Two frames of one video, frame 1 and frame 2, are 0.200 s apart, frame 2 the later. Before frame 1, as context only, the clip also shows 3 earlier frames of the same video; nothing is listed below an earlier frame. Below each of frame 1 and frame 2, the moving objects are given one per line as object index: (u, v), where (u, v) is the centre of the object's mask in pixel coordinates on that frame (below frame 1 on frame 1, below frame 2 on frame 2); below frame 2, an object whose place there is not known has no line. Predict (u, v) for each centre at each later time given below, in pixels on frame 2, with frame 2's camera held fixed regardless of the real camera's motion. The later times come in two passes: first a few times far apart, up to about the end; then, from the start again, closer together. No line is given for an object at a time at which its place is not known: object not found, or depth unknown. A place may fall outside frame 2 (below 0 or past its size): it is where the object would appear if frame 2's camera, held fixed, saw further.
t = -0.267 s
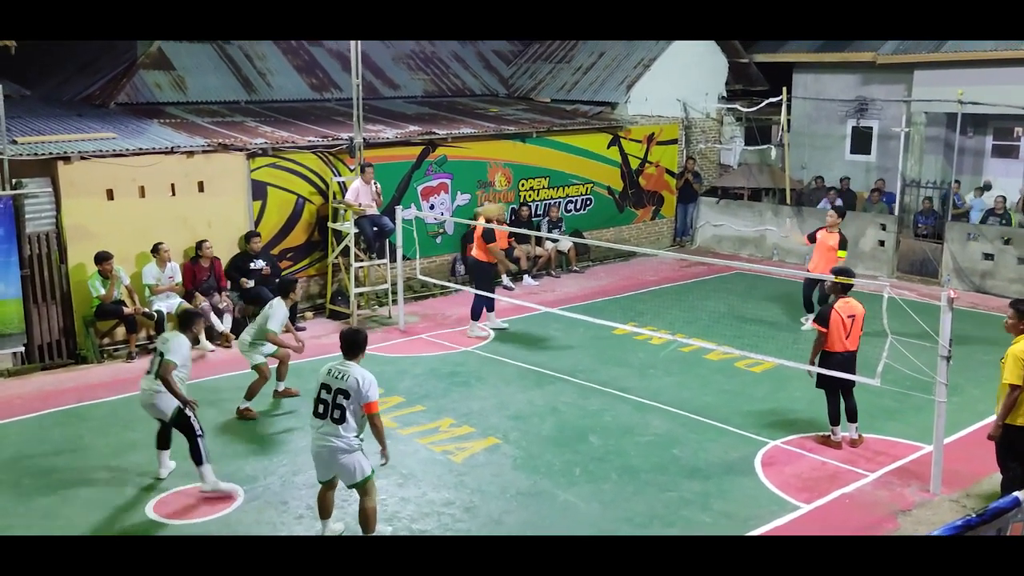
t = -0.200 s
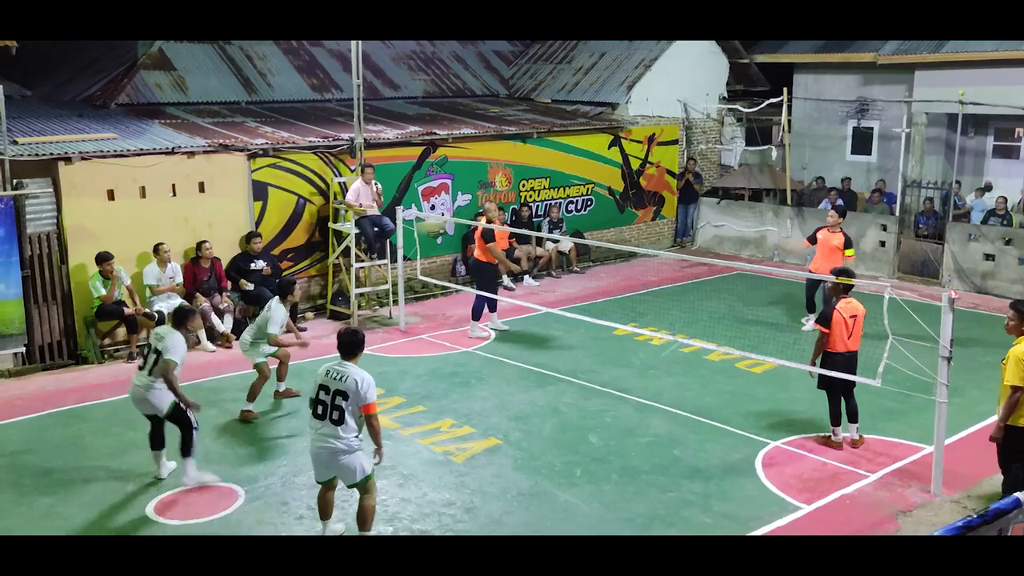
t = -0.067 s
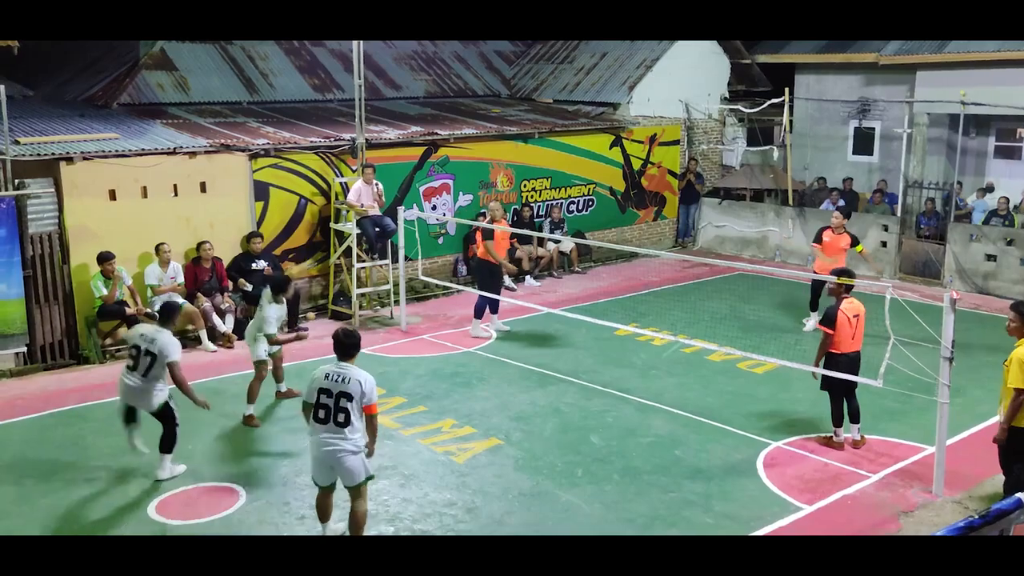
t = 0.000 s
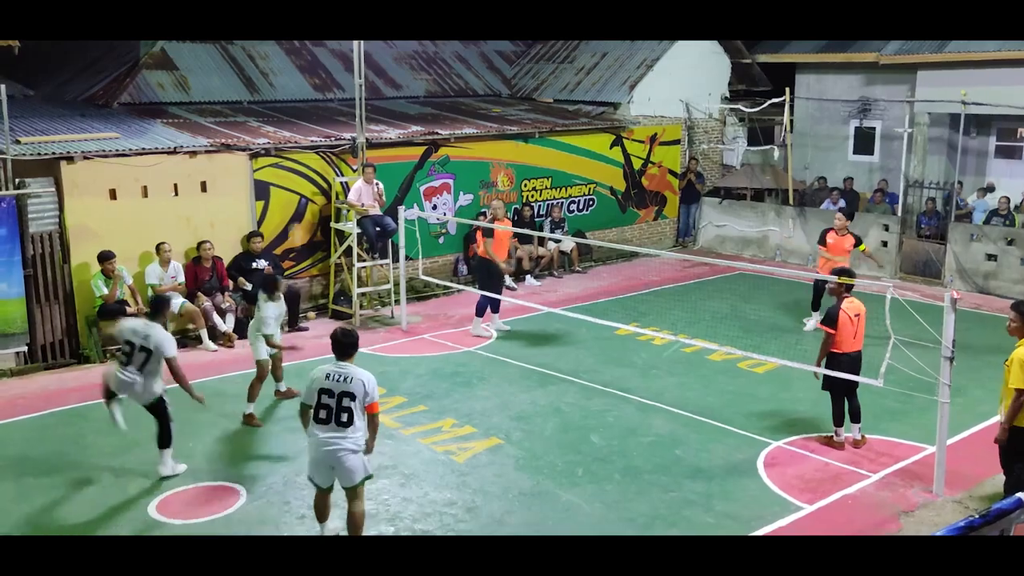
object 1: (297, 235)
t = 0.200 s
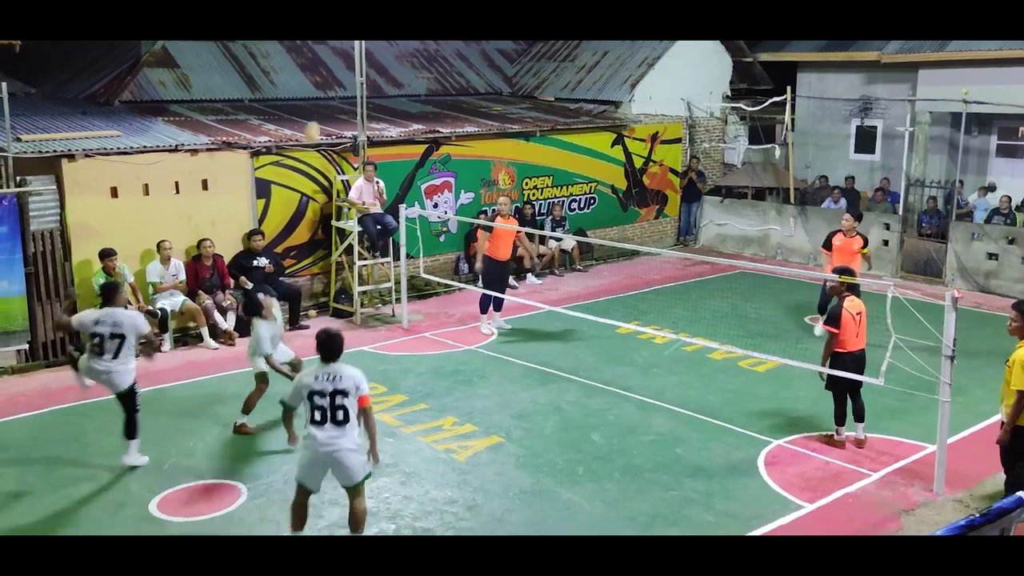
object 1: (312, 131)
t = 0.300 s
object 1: (322, 95)
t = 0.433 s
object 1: (338, 63)
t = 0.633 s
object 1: (356, 53)
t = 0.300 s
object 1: (322, 95)
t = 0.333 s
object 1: (326, 85)
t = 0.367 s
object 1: (329, 77)
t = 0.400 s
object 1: (334, 70)
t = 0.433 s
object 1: (338, 63)
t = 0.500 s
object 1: (337, 55)
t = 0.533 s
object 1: (343, 52)
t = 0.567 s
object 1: (346, 51)
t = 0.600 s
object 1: (352, 51)
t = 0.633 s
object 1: (356, 53)
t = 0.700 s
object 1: (362, 60)
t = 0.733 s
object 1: (366, 65)
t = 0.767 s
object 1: (372, 73)
